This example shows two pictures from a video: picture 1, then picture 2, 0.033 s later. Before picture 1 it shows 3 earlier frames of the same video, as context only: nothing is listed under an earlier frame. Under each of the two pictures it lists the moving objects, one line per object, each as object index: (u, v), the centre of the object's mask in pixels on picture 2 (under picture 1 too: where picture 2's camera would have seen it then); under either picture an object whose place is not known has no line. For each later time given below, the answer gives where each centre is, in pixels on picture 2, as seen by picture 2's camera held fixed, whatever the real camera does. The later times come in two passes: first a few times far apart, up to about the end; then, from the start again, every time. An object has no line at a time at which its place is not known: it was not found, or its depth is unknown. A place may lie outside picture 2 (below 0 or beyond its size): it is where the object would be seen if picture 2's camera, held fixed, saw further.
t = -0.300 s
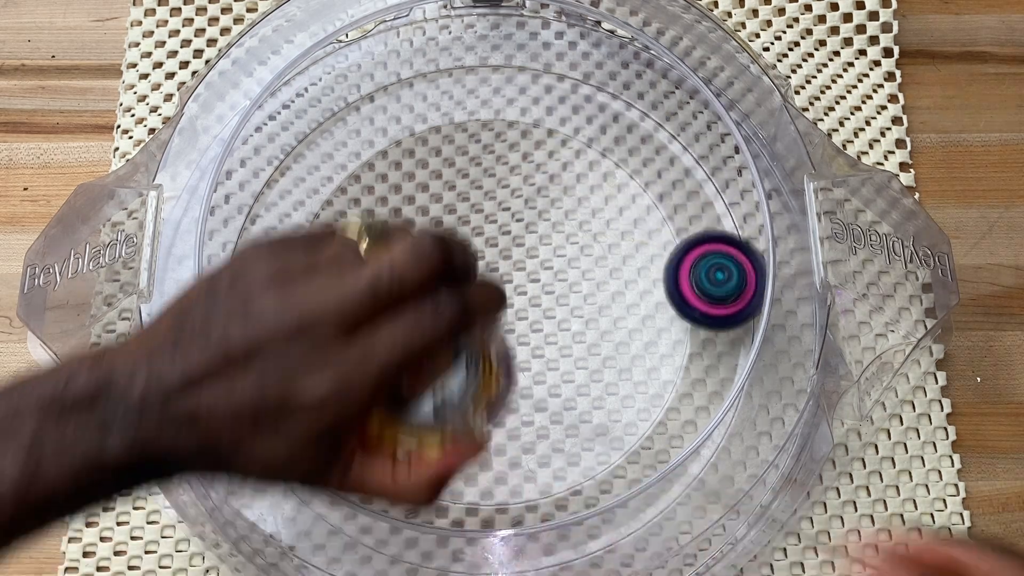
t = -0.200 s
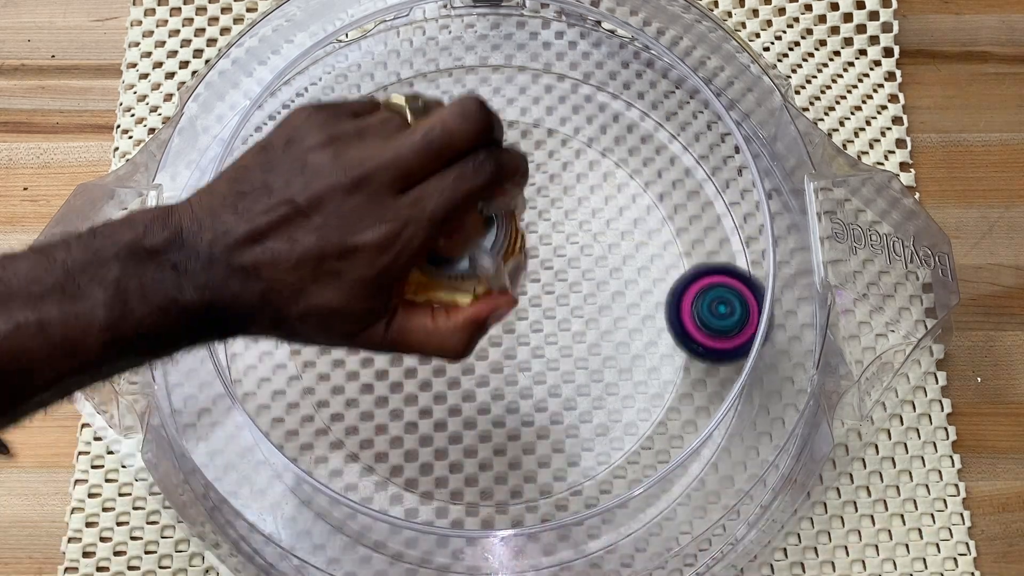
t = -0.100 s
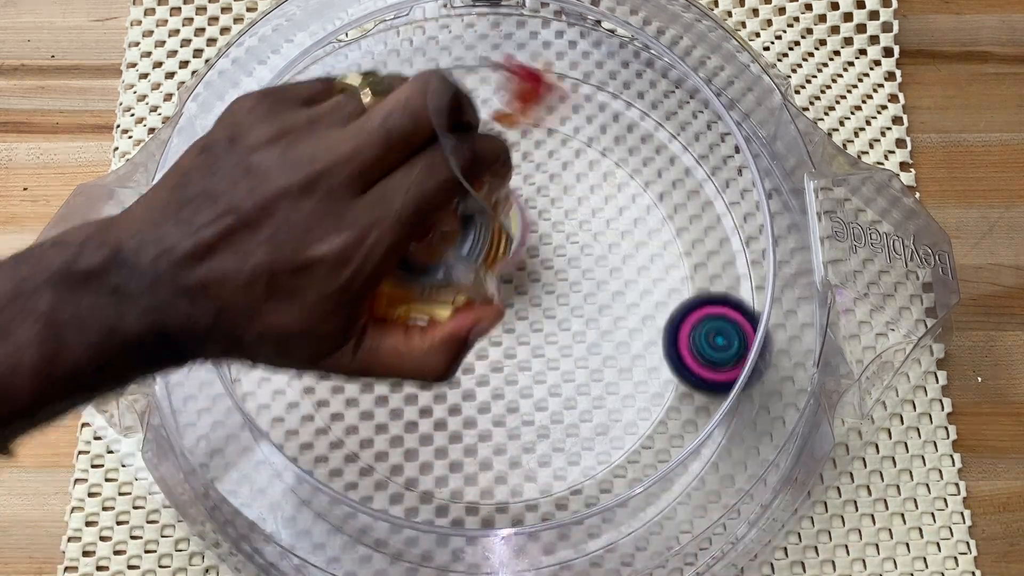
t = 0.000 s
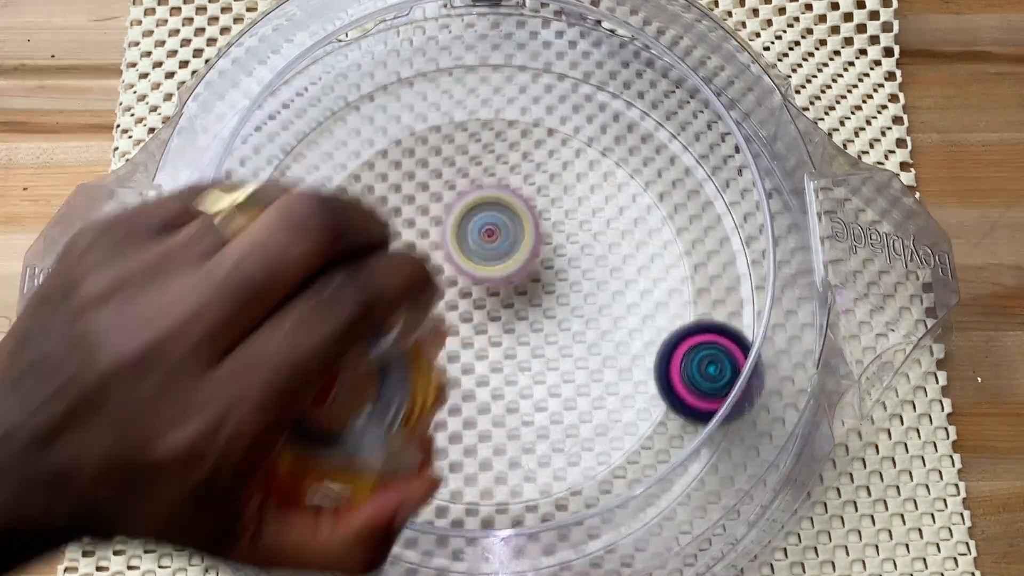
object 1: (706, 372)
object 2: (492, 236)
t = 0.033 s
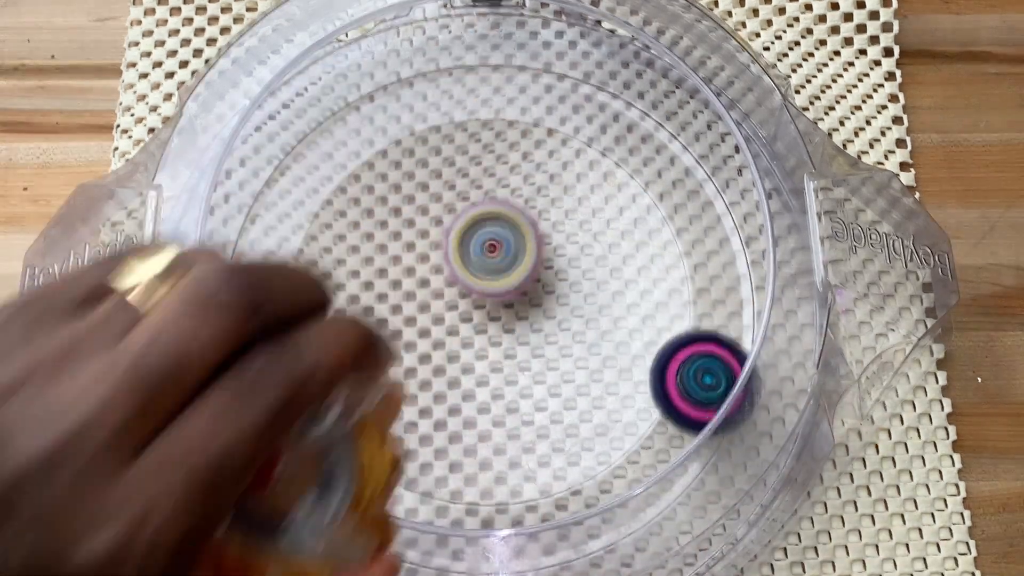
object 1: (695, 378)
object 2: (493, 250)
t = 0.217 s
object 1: (672, 430)
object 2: (524, 354)
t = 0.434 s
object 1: (624, 482)
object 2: (568, 367)
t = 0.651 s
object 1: (556, 509)
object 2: (543, 249)
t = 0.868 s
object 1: (488, 493)
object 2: (407, 213)
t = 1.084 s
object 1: (393, 490)
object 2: (379, 288)
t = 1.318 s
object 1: (368, 534)
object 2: (487, 126)
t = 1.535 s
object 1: (376, 483)
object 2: (497, 217)
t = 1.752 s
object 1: (273, 510)
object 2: (545, 313)
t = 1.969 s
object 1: (309, 402)
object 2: (703, 118)
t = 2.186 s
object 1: (381, 269)
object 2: (533, 75)
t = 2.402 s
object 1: (570, 228)
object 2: (403, 148)
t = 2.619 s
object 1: (626, 394)
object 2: (403, 433)
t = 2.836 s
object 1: (491, 408)
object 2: (599, 534)
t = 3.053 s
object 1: (448, 258)
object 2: (720, 342)
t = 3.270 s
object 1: (580, 239)
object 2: (705, 188)
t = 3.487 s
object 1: (592, 341)
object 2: (580, 94)
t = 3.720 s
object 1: (452, 355)
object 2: (442, 81)
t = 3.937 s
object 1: (452, 220)
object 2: (337, 136)
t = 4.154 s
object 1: (562, 220)
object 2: (308, 259)
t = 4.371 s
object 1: (566, 335)
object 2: (540, 438)
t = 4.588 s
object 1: (427, 339)
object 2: (754, 367)
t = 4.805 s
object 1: (427, 223)
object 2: (702, 202)
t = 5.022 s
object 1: (527, 213)
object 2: (607, 89)
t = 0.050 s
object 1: (693, 381)
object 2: (493, 258)
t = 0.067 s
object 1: (690, 386)
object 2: (493, 268)
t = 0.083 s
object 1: (694, 394)
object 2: (492, 278)
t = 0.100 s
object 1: (692, 399)
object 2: (494, 287)
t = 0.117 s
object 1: (682, 398)
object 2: (497, 297)
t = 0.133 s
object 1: (687, 408)
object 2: (502, 309)
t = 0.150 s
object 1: (684, 413)
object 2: (505, 319)
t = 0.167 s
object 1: (681, 417)
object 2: (510, 328)
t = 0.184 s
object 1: (679, 422)
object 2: (513, 337)
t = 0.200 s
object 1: (675, 426)
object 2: (519, 345)
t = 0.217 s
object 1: (672, 430)
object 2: (524, 354)
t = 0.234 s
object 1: (670, 435)
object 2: (528, 361)
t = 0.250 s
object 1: (666, 439)
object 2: (533, 366)
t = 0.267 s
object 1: (663, 444)
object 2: (538, 372)
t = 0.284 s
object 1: (659, 448)
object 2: (541, 375)
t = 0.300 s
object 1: (656, 452)
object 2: (547, 379)
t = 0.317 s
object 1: (652, 457)
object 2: (550, 380)
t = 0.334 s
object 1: (648, 461)
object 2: (553, 381)
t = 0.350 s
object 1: (645, 465)
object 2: (557, 381)
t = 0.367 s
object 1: (640, 469)
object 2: (559, 381)
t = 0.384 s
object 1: (636, 472)
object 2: (562, 378)
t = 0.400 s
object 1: (632, 476)
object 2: (565, 375)
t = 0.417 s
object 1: (628, 479)
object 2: (567, 372)
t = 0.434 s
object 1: (624, 482)
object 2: (568, 367)
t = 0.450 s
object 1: (620, 485)
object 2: (569, 361)
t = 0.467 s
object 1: (615, 489)
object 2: (570, 356)
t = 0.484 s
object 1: (610, 492)
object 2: (571, 349)
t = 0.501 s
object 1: (606, 495)
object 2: (570, 342)
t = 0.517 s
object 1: (600, 498)
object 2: (569, 333)
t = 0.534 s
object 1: (595, 500)
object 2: (568, 325)
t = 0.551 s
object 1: (590, 503)
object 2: (565, 316)
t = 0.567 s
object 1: (584, 504)
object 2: (563, 307)
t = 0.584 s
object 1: (579, 506)
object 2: (561, 296)
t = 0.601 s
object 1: (573, 507)
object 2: (559, 285)
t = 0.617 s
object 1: (567, 508)
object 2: (554, 274)
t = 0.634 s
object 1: (561, 508)
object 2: (549, 262)
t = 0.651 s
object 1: (556, 509)
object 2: (543, 249)
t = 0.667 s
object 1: (550, 510)
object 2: (537, 237)
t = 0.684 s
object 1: (545, 509)
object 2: (530, 227)
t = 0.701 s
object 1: (534, 494)
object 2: (520, 217)
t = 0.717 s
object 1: (528, 494)
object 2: (509, 209)
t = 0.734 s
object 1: (523, 495)
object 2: (498, 203)
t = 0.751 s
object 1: (517, 496)
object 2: (487, 198)
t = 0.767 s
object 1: (513, 496)
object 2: (474, 196)
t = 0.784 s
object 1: (507, 496)
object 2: (462, 195)
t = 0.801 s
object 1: (503, 495)
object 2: (450, 195)
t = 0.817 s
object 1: (499, 495)
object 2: (438, 198)
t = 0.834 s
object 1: (496, 494)
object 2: (427, 202)
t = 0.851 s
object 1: (491, 494)
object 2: (417, 207)
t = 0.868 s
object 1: (488, 493)
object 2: (407, 213)
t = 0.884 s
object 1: (483, 493)
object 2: (397, 221)
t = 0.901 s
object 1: (478, 492)
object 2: (389, 231)
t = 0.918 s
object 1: (472, 491)
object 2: (382, 242)
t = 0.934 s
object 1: (465, 489)
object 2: (377, 255)
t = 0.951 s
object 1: (457, 486)
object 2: (372, 266)
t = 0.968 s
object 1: (449, 482)
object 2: (369, 280)
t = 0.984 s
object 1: (440, 476)
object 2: (367, 294)
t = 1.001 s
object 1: (431, 467)
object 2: (367, 309)
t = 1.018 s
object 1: (421, 456)
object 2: (368, 324)
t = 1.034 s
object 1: (411, 444)
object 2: (371, 338)
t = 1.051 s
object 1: (405, 456)
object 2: (374, 330)
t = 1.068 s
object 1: (399, 470)
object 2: (376, 307)
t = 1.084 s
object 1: (393, 490)
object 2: (379, 288)
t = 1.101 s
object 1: (386, 511)
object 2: (383, 268)
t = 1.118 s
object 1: (381, 529)
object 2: (388, 249)
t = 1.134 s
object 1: (373, 548)
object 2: (396, 230)
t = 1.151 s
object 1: (371, 548)
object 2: (404, 214)
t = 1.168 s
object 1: (367, 551)
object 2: (411, 197)
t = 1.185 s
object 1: (367, 552)
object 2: (421, 183)
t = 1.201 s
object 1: (368, 551)
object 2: (429, 171)
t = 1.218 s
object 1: (367, 549)
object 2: (438, 159)
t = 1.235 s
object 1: (367, 548)
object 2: (448, 149)
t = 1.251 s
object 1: (367, 547)
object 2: (457, 141)
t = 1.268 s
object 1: (366, 547)
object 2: (465, 135)
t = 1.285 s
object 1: (370, 539)
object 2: (473, 130)
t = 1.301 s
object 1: (369, 537)
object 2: (481, 128)
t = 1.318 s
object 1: (368, 534)
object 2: (487, 126)
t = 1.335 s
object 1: (367, 531)
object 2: (494, 125)
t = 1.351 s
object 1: (366, 526)
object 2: (499, 126)
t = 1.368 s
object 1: (366, 519)
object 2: (503, 129)
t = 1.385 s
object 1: (365, 515)
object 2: (507, 133)
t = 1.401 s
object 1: (366, 505)
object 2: (509, 138)
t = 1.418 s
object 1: (367, 500)
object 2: (511, 145)
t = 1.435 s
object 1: (369, 496)
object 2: (512, 153)
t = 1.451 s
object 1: (370, 494)
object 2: (512, 161)
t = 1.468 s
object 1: (371, 492)
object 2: (511, 171)
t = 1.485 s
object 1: (372, 490)
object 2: (509, 182)
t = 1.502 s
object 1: (373, 488)
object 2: (506, 193)
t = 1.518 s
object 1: (375, 486)
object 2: (504, 206)
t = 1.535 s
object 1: (376, 483)
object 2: (497, 217)
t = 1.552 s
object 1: (381, 472)
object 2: (491, 231)
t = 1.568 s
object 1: (382, 471)
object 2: (483, 245)
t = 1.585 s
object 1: (383, 470)
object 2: (476, 260)
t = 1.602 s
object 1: (383, 468)
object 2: (468, 275)
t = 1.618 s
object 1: (384, 465)
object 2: (462, 292)
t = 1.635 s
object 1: (384, 462)
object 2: (458, 310)
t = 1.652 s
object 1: (385, 458)
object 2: (454, 325)
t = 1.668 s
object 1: (385, 450)
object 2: (451, 340)
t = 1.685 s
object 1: (385, 442)
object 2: (450, 357)
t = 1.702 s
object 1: (364, 450)
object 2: (466, 352)
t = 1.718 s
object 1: (336, 468)
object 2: (493, 342)
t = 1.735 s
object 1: (303, 490)
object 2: (520, 328)
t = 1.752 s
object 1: (273, 510)
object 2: (545, 313)
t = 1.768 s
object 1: (261, 514)
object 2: (568, 297)
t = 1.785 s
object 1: (262, 500)
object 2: (593, 280)
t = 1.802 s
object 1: (264, 488)
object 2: (617, 263)
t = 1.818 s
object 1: (269, 472)
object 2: (636, 244)
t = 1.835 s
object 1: (273, 460)
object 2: (655, 227)
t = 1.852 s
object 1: (279, 449)
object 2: (672, 209)
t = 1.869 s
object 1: (284, 439)
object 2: (688, 191)
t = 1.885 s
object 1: (297, 420)
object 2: (700, 175)
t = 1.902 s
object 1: (299, 416)
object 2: (712, 164)
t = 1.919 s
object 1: (301, 413)
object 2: (723, 147)
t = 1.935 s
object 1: (303, 409)
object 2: (727, 133)
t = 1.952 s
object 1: (305, 406)
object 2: (717, 124)
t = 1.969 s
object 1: (309, 402)
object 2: (703, 118)
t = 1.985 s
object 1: (314, 397)
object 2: (693, 111)
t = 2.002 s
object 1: (321, 390)
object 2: (681, 105)
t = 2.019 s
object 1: (327, 382)
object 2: (668, 98)
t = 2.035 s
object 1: (333, 372)
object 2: (654, 95)
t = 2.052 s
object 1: (339, 362)
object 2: (644, 87)
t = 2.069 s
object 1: (344, 352)
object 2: (633, 83)
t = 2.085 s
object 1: (349, 341)
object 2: (620, 78)
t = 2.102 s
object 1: (353, 328)
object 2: (606, 76)
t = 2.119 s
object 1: (357, 317)
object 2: (591, 76)
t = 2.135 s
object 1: (362, 305)
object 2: (575, 73)
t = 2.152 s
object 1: (367, 293)
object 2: (561, 74)
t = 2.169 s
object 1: (373, 281)
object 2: (546, 75)
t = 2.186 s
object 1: (381, 269)
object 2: (533, 75)
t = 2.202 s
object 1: (390, 258)
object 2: (519, 76)
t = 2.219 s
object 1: (401, 247)
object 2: (505, 77)
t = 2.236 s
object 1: (412, 238)
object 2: (494, 79)
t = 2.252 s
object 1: (425, 230)
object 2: (483, 81)
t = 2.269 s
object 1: (440, 222)
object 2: (471, 84)
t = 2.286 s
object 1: (455, 216)
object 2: (462, 87)
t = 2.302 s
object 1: (472, 213)
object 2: (452, 93)
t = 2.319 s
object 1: (489, 210)
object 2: (443, 97)
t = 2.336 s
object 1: (506, 210)
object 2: (434, 103)
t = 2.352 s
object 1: (523, 211)
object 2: (426, 112)
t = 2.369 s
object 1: (540, 215)
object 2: (418, 122)
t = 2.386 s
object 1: (555, 221)
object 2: (409, 135)
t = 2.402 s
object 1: (570, 228)
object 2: (403, 148)
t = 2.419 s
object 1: (584, 237)
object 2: (395, 164)
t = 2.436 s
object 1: (597, 248)
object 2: (389, 182)
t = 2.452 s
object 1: (608, 259)
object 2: (383, 201)
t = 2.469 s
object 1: (618, 272)
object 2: (379, 220)
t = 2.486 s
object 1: (626, 285)
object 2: (375, 243)
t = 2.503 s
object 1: (633, 300)
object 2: (372, 265)
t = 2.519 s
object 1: (636, 313)
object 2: (371, 289)
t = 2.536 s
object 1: (638, 328)
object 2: (371, 313)
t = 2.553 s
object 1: (638, 342)
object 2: (374, 338)
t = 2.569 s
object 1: (637, 356)
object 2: (379, 361)
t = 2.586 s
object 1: (634, 370)
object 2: (384, 385)
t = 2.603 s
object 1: (631, 383)
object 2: (392, 412)
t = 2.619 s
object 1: (626, 394)
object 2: (403, 433)
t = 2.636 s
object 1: (619, 406)
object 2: (414, 456)
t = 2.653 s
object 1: (612, 417)
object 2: (429, 474)
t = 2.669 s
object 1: (603, 427)
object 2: (444, 486)
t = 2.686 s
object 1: (594, 436)
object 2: (459, 505)
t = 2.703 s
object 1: (584, 444)
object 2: (474, 523)
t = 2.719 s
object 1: (574, 450)
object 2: (495, 534)
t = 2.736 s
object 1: (563, 456)
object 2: (512, 540)
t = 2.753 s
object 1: (553, 458)
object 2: (529, 545)
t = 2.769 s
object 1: (542, 455)
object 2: (548, 555)
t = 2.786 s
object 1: (529, 443)
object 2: (562, 556)
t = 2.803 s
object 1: (516, 431)
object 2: (577, 553)
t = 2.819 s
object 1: (503, 419)
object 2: (589, 542)
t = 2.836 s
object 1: (491, 408)
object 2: (599, 534)
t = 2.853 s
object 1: (479, 397)
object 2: (613, 524)
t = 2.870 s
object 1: (469, 387)
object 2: (622, 513)
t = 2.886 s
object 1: (458, 376)
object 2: (632, 495)
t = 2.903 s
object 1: (450, 365)
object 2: (642, 480)
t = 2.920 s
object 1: (442, 353)
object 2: (654, 461)
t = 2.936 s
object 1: (437, 342)
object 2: (664, 447)
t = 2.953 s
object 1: (433, 329)
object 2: (674, 429)
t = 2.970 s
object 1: (431, 316)
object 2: (682, 416)
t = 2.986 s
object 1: (431, 304)
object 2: (691, 398)
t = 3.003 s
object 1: (432, 291)
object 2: (701, 385)
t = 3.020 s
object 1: (436, 279)
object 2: (706, 369)
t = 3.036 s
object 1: (440, 268)
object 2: (716, 356)
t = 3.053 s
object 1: (448, 258)
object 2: (720, 342)
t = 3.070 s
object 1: (455, 248)
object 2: (728, 329)
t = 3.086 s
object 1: (465, 241)
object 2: (733, 316)
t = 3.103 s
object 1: (475, 232)
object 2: (741, 303)
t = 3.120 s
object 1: (486, 227)
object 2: (744, 292)
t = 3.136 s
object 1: (497, 223)
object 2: (749, 279)
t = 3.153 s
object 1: (510, 220)
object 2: (752, 269)
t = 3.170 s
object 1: (521, 220)
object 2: (752, 255)
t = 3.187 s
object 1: (532, 220)
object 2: (747, 245)
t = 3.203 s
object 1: (543, 222)
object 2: (736, 233)
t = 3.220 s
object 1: (553, 224)
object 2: (724, 221)
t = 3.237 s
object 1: (563, 229)
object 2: (718, 209)
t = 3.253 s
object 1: (572, 233)
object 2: (714, 198)
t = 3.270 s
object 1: (580, 239)
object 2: (705, 188)
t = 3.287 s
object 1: (587, 246)
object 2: (697, 176)
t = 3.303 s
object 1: (594, 253)
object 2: (689, 166)
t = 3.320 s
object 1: (599, 260)
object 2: (680, 157)
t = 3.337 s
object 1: (603, 267)
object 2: (671, 148)
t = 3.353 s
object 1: (606, 276)
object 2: (661, 139)
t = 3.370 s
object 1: (607, 284)
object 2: (653, 133)
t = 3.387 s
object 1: (609, 292)
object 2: (642, 125)
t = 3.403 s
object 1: (608, 300)
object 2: (631, 118)
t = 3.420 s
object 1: (607, 309)
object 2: (622, 114)
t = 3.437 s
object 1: (605, 317)
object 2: (611, 106)
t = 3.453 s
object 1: (602, 325)
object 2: (601, 101)
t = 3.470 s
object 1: (598, 333)
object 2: (590, 97)
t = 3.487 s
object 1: (592, 341)
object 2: (580, 94)
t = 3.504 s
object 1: (586, 348)
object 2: (570, 90)
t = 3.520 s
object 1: (579, 355)
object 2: (560, 87)
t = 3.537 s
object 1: (571, 361)
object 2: (550, 84)
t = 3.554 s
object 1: (563, 366)
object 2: (539, 82)
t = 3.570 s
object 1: (553, 371)
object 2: (530, 79)
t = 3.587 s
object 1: (542, 375)
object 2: (520, 79)
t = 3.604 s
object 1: (531, 377)
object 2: (509, 77)
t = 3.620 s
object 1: (519, 378)
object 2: (501, 77)
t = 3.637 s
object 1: (508, 378)
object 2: (490, 77)
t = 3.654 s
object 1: (496, 376)
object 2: (481, 76)
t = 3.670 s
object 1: (484, 373)
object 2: (470, 78)
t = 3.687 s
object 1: (472, 368)
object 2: (461, 78)
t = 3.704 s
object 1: (462, 362)
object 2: (451, 80)
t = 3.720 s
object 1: (452, 355)
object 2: (442, 81)
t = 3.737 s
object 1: (443, 346)
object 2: (432, 83)
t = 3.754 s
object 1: (436, 336)
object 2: (422, 86)
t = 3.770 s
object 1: (430, 325)
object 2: (413, 88)
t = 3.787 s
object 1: (426, 314)
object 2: (405, 92)
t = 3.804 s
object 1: (424, 303)
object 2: (396, 96)
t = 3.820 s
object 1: (422, 291)
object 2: (387, 98)
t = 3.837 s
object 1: (422, 280)
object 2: (380, 103)
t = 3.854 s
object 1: (424, 267)
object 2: (371, 108)
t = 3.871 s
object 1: (428, 257)
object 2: (364, 112)
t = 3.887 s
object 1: (432, 245)
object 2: (358, 118)
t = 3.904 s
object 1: (438, 236)
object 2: (350, 123)
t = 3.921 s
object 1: (445, 227)
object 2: (344, 129)
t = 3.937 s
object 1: (452, 220)
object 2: (337, 136)
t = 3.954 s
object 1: (460, 213)
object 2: (332, 142)
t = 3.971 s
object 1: (469, 207)
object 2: (327, 150)
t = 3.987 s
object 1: (477, 204)
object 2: (321, 158)
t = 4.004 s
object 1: (487, 200)
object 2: (317, 165)
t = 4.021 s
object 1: (495, 198)
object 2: (313, 173)
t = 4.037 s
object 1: (505, 198)
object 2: (308, 182)
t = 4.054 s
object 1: (514, 198)
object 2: (305, 189)
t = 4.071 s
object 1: (523, 199)
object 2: (303, 199)
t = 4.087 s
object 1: (532, 202)
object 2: (299, 209)
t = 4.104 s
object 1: (540, 205)
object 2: (298, 218)
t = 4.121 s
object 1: (548, 209)
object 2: (300, 232)
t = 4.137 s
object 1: (555, 214)
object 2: (302, 245)
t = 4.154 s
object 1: (562, 220)
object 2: (308, 259)
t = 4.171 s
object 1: (568, 226)
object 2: (316, 274)
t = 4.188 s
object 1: (572, 233)
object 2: (324, 291)
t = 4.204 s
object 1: (577, 241)
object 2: (335, 307)
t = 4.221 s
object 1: (581, 249)
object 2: (348, 324)
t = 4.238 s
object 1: (584, 257)
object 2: (363, 343)
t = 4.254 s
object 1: (585, 266)
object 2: (378, 358)
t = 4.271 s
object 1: (586, 276)
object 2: (398, 375)
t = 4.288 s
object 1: (585, 286)
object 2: (420, 392)
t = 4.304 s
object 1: (584, 296)
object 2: (441, 405)
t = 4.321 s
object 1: (582, 306)
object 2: (466, 416)
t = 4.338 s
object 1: (578, 316)
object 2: (492, 427)
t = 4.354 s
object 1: (572, 326)
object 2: (515, 435)
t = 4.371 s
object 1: (566, 335)
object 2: (540, 438)
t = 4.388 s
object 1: (557, 342)
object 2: (566, 441)
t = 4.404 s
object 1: (547, 349)
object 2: (588, 442)
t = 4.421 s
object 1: (538, 357)
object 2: (609, 440)
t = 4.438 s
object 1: (527, 363)
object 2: (629, 434)
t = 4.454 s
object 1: (515, 365)
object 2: (649, 426)
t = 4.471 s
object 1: (503, 368)
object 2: (667, 423)
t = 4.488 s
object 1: (491, 369)
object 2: (682, 416)
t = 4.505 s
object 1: (478, 367)
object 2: (701, 410)
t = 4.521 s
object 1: (467, 365)
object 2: (717, 403)
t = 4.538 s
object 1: (454, 360)
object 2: (729, 398)
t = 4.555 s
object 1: (445, 354)
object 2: (743, 390)
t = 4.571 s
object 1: (436, 347)
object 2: (752, 379)
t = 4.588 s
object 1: (427, 339)
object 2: (754, 367)
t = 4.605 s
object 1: (421, 332)
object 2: (750, 356)
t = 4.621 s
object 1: (415, 322)
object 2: (750, 342)
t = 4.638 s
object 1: (411, 313)
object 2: (745, 329)
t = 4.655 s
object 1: (408, 302)
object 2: (741, 314)
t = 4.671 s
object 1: (406, 293)
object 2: (738, 300)
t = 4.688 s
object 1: (405, 283)
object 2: (734, 287)
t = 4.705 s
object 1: (406, 274)
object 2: (725, 274)
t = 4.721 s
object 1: (407, 264)
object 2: (724, 262)
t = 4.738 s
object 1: (409, 255)
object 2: (721, 249)
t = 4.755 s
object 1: (412, 246)
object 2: (718, 237)
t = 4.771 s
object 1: (417, 238)
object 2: (714, 225)
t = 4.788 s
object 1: (422, 230)
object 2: (708, 214)
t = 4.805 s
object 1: (427, 223)
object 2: (702, 202)
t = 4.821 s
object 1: (434, 217)
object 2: (698, 191)
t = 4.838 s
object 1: (440, 212)
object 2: (692, 181)
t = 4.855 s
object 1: (447, 207)
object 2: (685, 172)
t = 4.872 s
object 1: (454, 203)
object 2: (677, 161)
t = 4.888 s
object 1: (463, 200)
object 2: (670, 151)
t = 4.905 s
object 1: (471, 199)
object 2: (663, 142)
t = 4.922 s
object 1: (480, 197)
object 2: (655, 135)
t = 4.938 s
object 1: (488, 198)
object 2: (647, 127)
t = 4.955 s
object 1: (496, 198)
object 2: (639, 118)
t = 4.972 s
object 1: (504, 201)
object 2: (632, 109)
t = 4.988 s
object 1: (512, 204)
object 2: (625, 102)
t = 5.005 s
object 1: (520, 208)
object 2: (616, 95)
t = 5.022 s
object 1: (527, 213)
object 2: (607, 89)
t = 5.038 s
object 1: (534, 219)
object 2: (599, 84)
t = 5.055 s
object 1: (540, 225)
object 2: (590, 77)
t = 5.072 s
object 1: (545, 233)
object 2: (581, 71)
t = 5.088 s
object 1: (549, 241)
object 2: (573, 68)
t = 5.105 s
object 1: (554, 249)
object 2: (562, 61)
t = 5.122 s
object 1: (557, 258)
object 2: (552, 59)
